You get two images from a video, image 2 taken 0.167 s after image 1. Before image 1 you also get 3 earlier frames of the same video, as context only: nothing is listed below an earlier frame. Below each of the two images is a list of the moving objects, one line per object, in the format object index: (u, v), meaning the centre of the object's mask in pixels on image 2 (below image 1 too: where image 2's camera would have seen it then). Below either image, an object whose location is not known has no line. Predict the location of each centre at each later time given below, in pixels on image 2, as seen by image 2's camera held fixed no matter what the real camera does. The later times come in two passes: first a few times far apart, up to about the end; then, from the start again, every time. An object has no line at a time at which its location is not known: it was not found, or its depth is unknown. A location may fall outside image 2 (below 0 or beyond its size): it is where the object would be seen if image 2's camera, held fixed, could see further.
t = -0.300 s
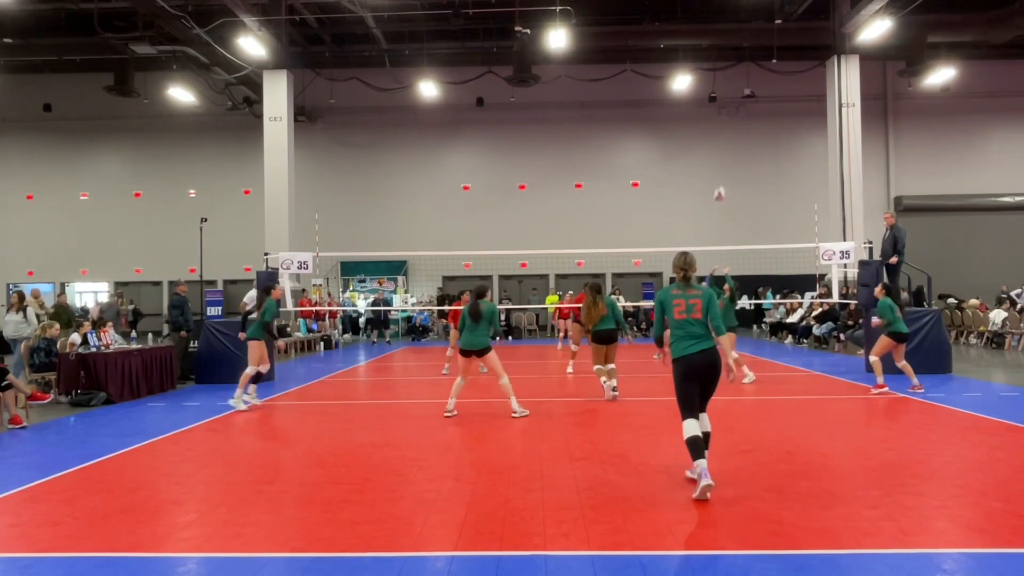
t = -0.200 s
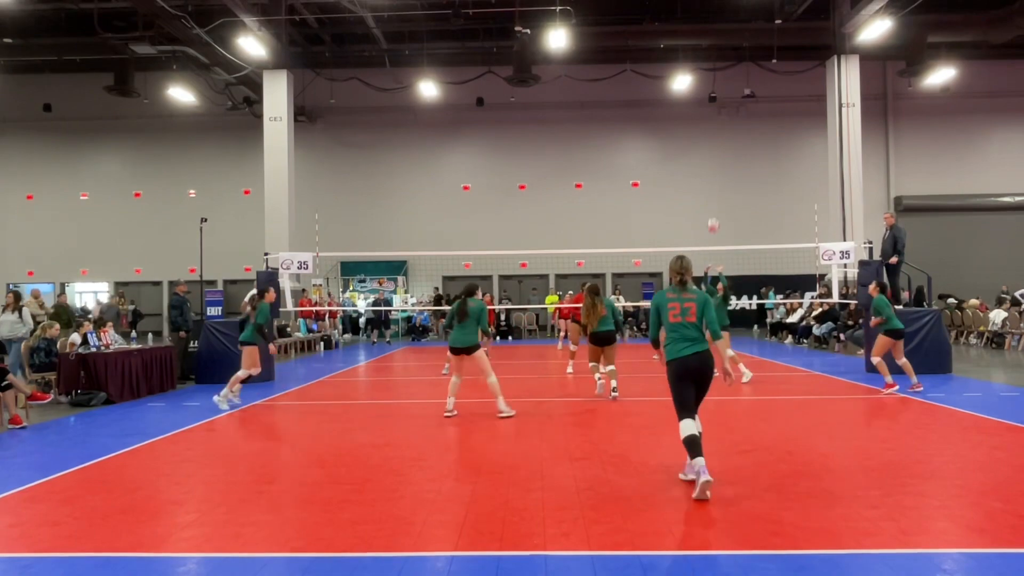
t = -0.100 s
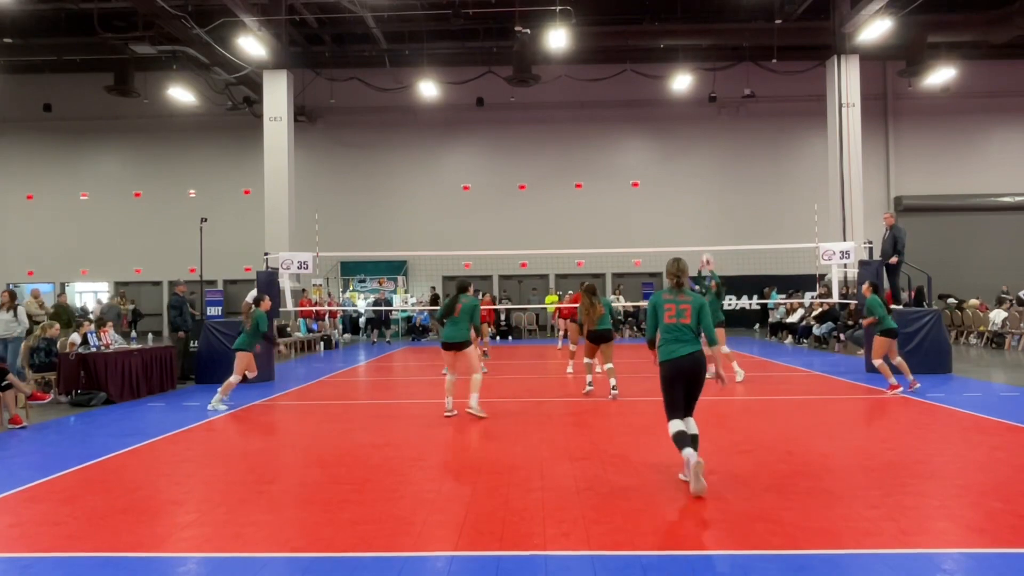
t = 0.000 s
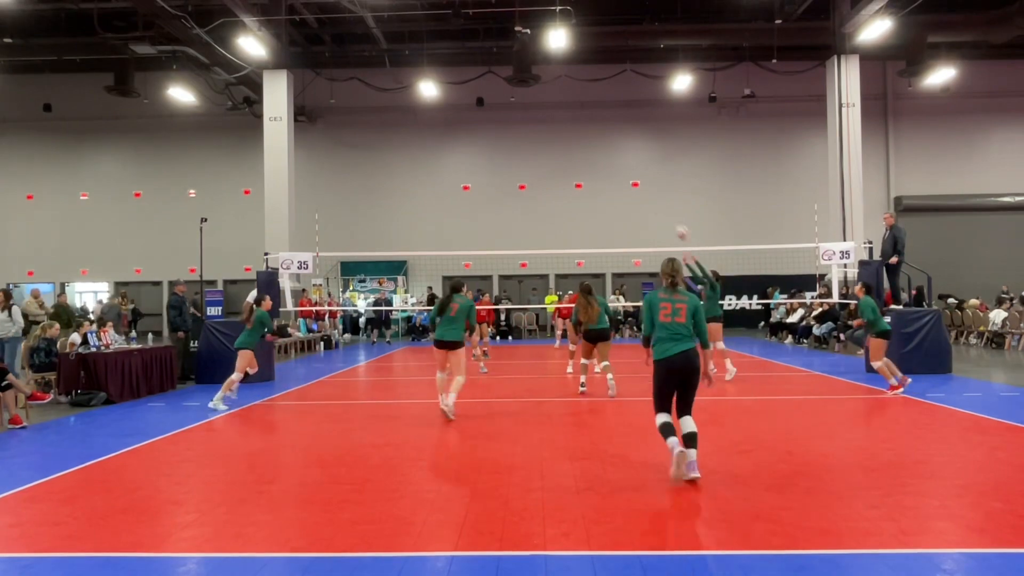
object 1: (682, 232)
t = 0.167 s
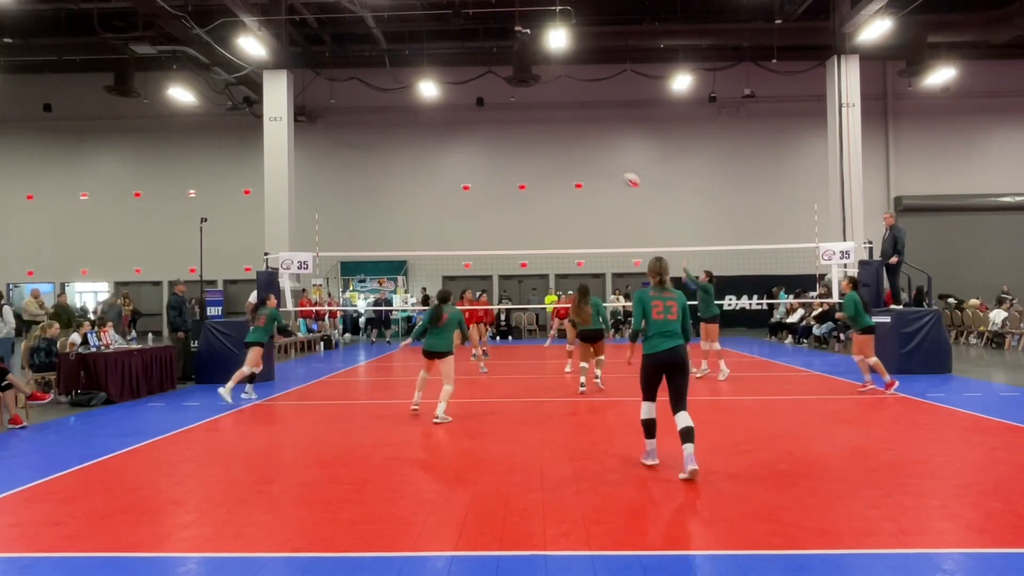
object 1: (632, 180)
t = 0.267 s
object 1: (602, 156)
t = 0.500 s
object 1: (534, 125)
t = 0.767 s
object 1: (459, 130)
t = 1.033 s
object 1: (386, 178)
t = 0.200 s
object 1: (621, 171)
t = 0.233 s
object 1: (612, 163)
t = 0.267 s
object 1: (602, 156)
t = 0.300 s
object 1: (592, 150)
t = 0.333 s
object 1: (582, 144)
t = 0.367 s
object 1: (572, 139)
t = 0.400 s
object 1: (563, 135)
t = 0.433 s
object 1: (553, 130)
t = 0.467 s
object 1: (544, 128)
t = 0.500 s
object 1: (534, 125)
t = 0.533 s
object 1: (525, 123)
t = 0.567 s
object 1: (515, 122)
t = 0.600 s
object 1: (506, 122)
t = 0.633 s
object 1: (496, 122)
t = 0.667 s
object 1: (487, 123)
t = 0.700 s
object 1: (478, 125)
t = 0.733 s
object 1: (468, 127)
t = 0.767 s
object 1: (459, 130)
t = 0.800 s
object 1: (450, 134)
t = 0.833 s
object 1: (440, 138)
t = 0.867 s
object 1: (431, 143)
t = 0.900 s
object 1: (422, 148)
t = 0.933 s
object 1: (413, 154)
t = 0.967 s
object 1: (404, 162)
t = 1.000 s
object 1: (395, 169)
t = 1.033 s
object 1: (386, 178)
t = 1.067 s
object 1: (377, 187)
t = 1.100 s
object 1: (367, 197)
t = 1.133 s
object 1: (359, 208)
